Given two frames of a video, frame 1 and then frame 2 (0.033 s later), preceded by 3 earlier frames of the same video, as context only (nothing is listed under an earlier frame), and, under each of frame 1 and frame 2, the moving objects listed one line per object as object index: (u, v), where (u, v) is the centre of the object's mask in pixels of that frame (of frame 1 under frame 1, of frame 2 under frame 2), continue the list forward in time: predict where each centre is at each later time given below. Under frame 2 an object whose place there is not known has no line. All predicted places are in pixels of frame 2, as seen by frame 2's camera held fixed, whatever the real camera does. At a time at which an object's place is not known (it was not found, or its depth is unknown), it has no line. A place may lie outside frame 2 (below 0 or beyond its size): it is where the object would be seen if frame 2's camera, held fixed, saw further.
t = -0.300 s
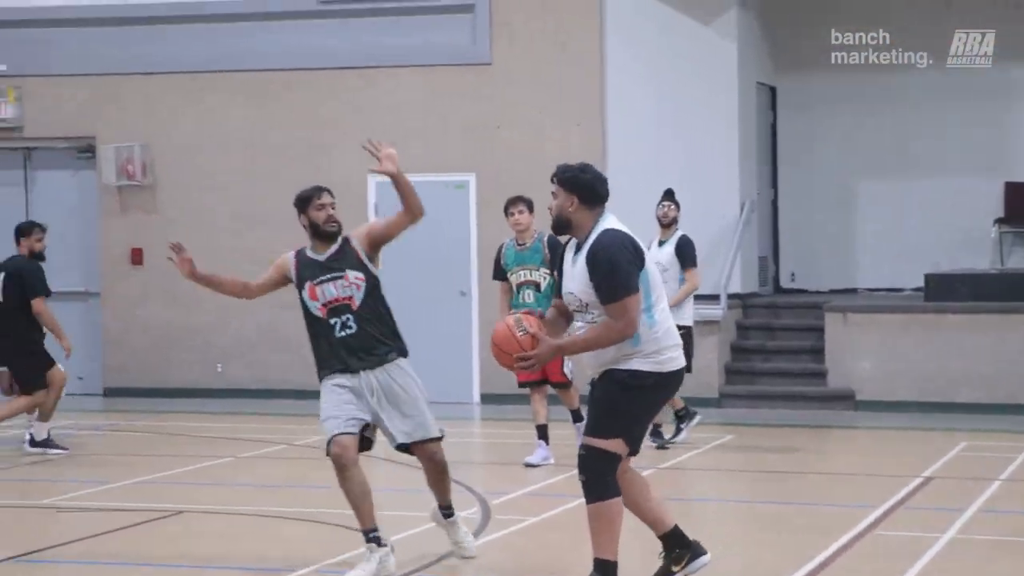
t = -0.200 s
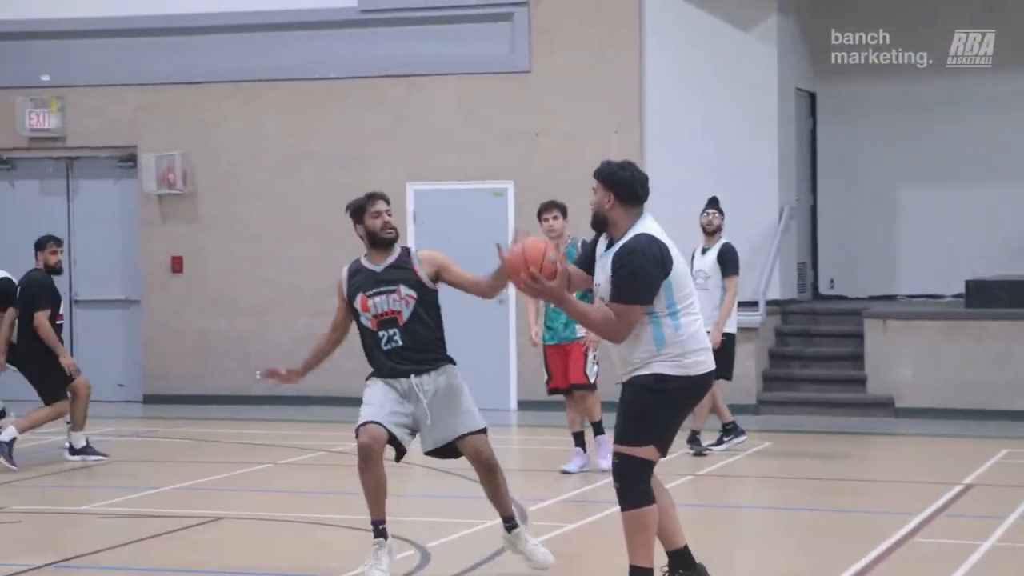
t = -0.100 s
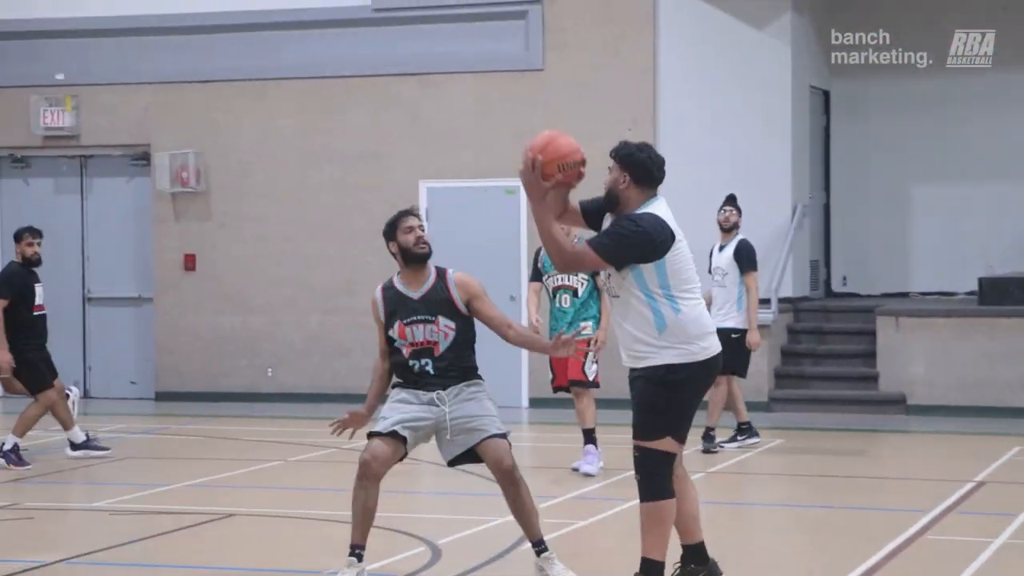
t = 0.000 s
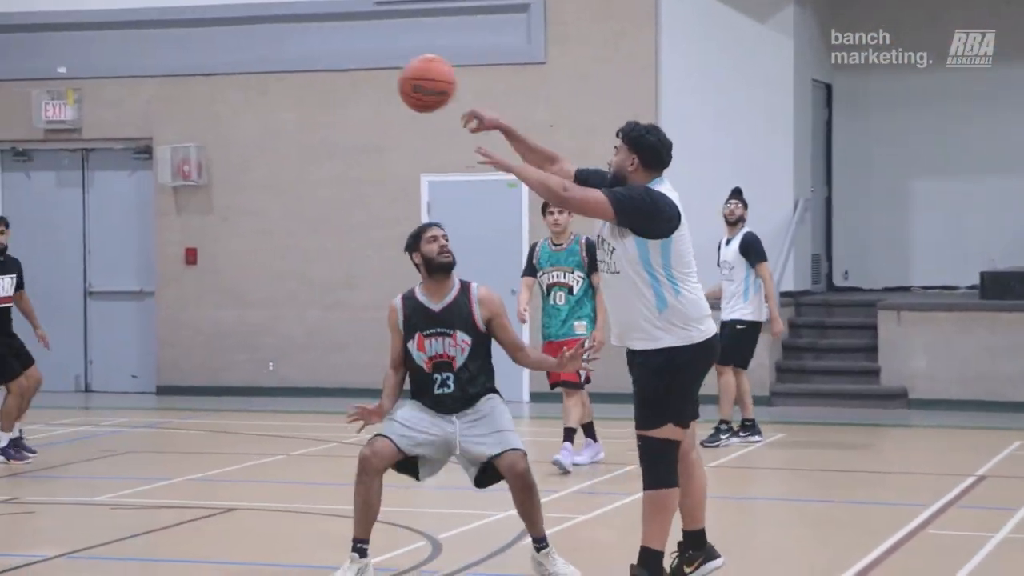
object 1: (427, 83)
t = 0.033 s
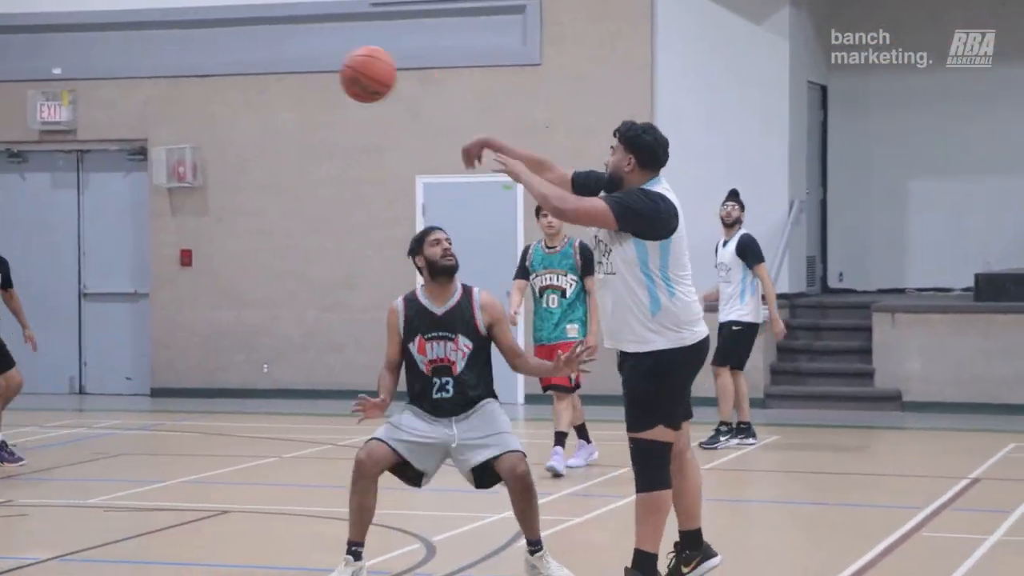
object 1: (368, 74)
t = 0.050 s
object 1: (342, 67)
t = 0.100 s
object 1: (266, 54)
